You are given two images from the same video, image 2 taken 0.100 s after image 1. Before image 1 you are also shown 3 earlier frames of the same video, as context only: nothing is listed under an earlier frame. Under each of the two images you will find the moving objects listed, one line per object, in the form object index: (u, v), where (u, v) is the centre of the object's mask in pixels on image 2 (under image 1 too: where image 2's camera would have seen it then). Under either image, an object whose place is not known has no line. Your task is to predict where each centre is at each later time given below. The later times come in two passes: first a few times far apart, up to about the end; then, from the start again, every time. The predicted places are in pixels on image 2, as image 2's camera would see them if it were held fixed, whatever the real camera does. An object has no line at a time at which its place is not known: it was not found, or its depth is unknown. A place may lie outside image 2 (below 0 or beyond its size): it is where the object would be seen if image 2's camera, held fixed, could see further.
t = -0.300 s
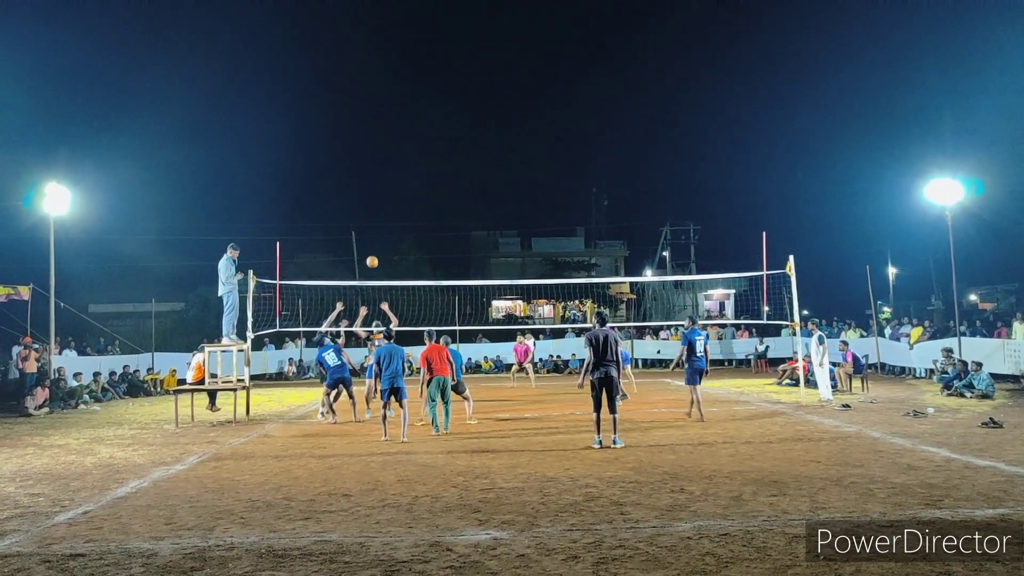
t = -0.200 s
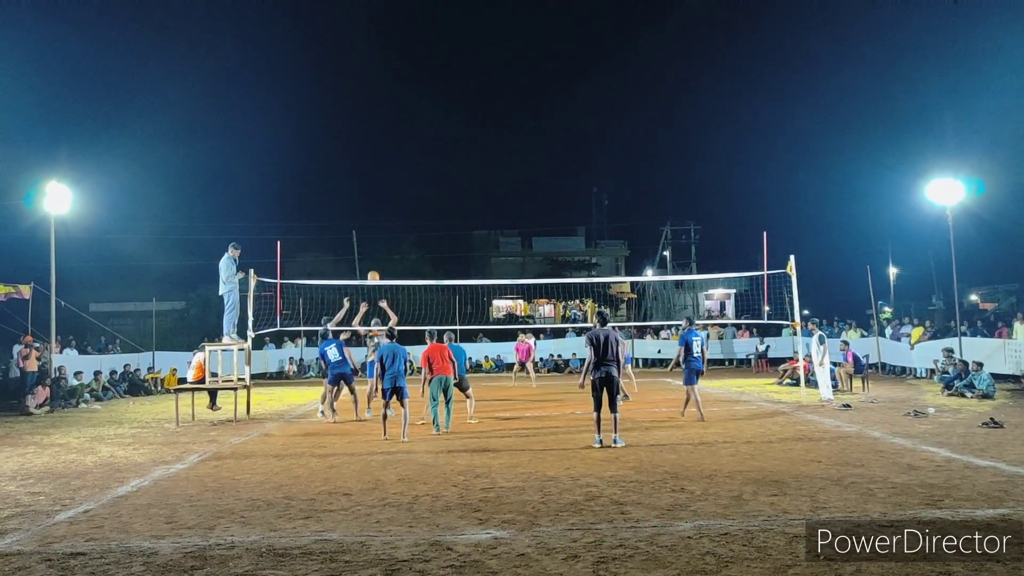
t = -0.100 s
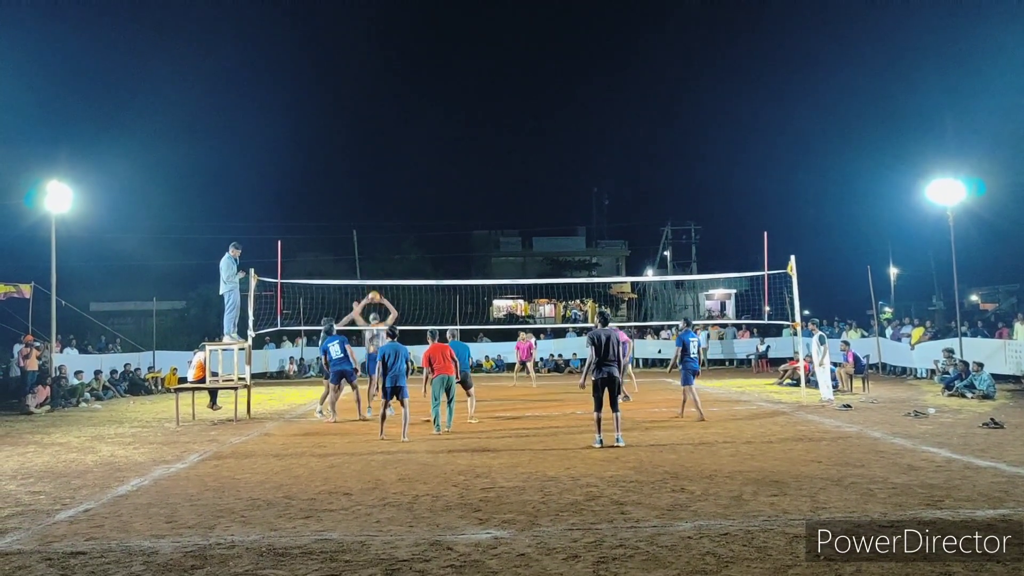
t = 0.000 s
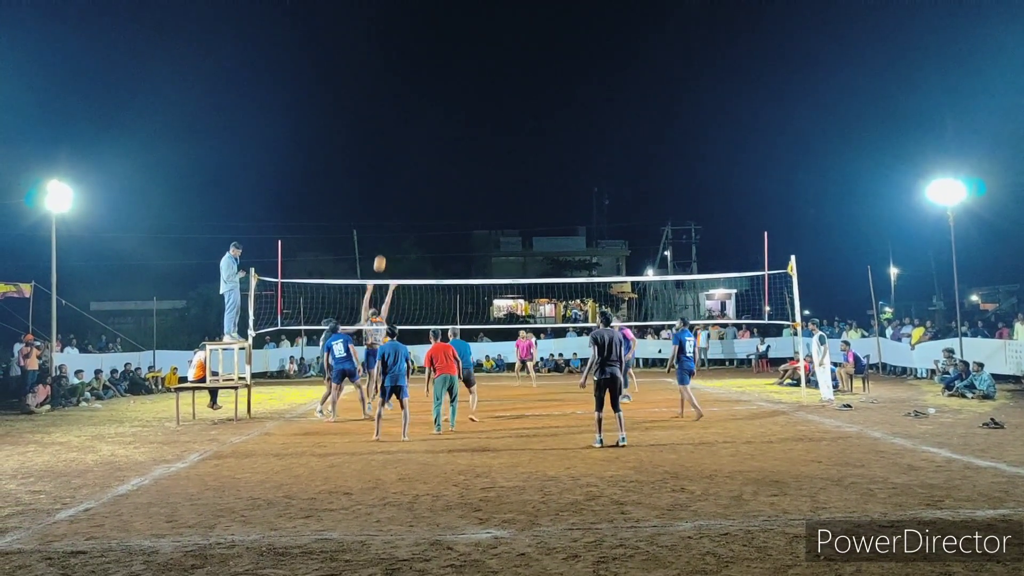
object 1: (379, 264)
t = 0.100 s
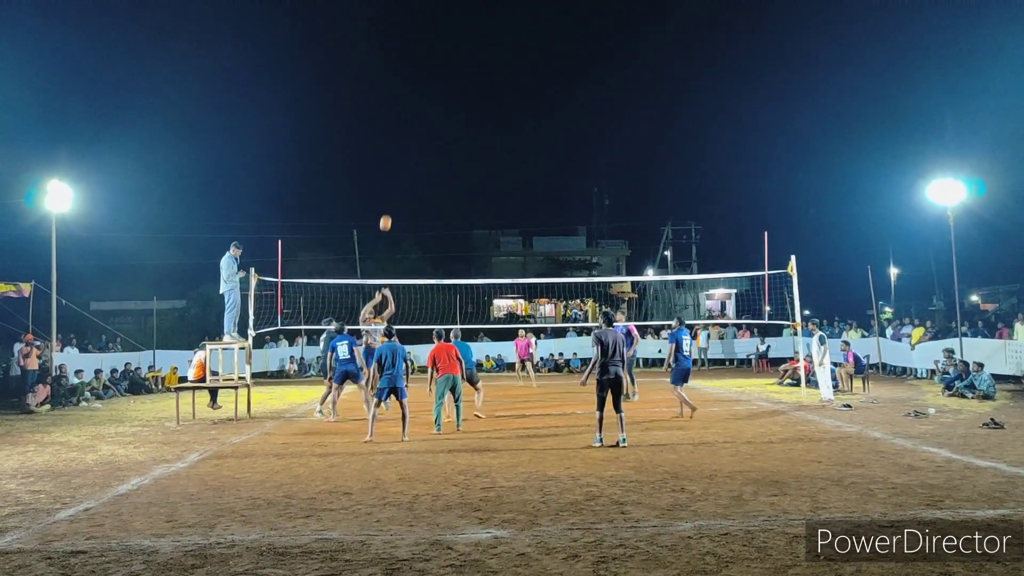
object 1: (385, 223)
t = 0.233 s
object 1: (393, 179)
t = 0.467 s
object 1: (407, 125)
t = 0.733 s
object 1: (423, 98)
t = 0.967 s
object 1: (437, 103)
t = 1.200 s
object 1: (450, 133)
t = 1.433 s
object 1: (464, 187)
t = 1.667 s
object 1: (478, 264)
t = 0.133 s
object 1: (387, 211)
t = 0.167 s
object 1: (389, 200)
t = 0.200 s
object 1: (391, 189)
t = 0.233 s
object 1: (393, 179)
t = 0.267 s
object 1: (395, 169)
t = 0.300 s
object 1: (397, 160)
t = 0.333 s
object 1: (399, 152)
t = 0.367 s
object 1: (401, 145)
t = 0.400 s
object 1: (403, 137)
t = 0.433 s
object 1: (405, 131)
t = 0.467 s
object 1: (407, 125)
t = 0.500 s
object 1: (409, 120)
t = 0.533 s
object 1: (411, 115)
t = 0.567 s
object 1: (413, 111)
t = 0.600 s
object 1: (415, 107)
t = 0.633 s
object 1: (417, 104)
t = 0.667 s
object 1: (419, 102)
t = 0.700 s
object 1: (421, 100)
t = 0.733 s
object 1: (423, 98)
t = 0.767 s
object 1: (425, 97)
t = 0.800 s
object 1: (427, 97)
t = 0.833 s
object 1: (429, 97)
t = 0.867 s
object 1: (431, 98)
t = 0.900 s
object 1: (433, 99)
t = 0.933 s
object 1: (435, 101)
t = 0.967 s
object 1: (437, 103)
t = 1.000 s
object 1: (439, 106)
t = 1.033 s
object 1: (441, 109)
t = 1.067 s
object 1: (443, 113)
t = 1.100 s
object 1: (445, 117)
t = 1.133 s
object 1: (447, 122)
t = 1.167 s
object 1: (449, 127)
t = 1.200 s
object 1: (450, 133)
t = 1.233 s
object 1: (453, 139)
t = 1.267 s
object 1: (454, 146)
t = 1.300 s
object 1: (456, 153)
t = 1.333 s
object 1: (458, 161)
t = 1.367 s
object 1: (460, 169)
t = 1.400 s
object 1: (462, 178)
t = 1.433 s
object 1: (464, 187)
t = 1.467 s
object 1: (466, 197)
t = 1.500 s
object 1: (468, 207)
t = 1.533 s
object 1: (470, 217)
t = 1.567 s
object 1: (471, 228)
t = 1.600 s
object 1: (474, 239)
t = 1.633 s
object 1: (475, 251)
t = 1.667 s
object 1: (478, 264)
